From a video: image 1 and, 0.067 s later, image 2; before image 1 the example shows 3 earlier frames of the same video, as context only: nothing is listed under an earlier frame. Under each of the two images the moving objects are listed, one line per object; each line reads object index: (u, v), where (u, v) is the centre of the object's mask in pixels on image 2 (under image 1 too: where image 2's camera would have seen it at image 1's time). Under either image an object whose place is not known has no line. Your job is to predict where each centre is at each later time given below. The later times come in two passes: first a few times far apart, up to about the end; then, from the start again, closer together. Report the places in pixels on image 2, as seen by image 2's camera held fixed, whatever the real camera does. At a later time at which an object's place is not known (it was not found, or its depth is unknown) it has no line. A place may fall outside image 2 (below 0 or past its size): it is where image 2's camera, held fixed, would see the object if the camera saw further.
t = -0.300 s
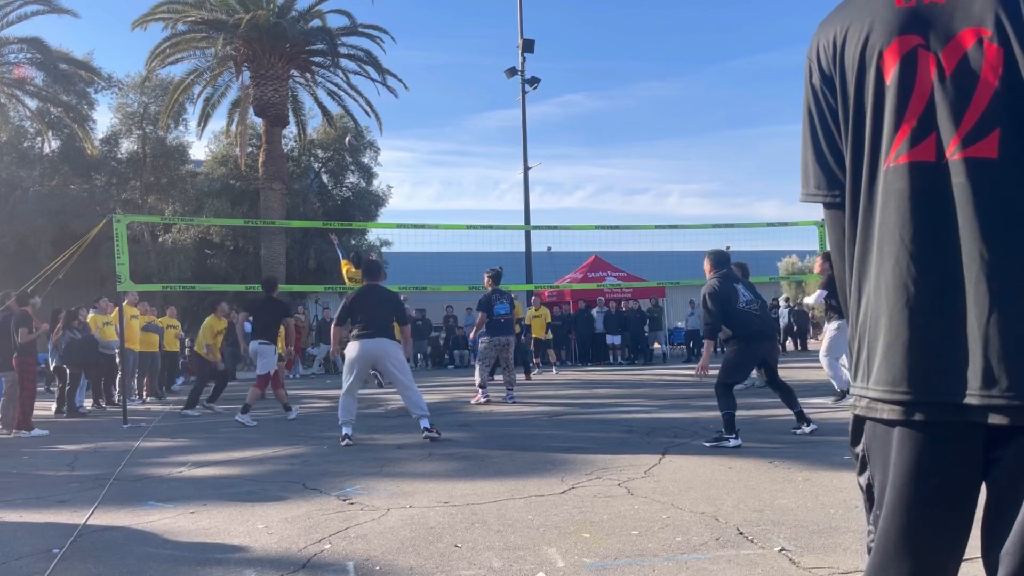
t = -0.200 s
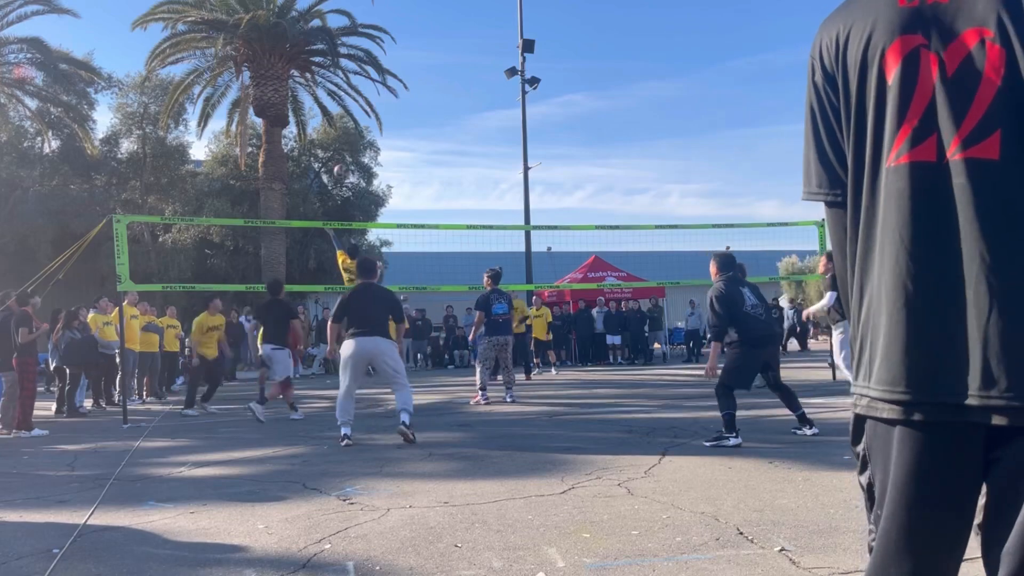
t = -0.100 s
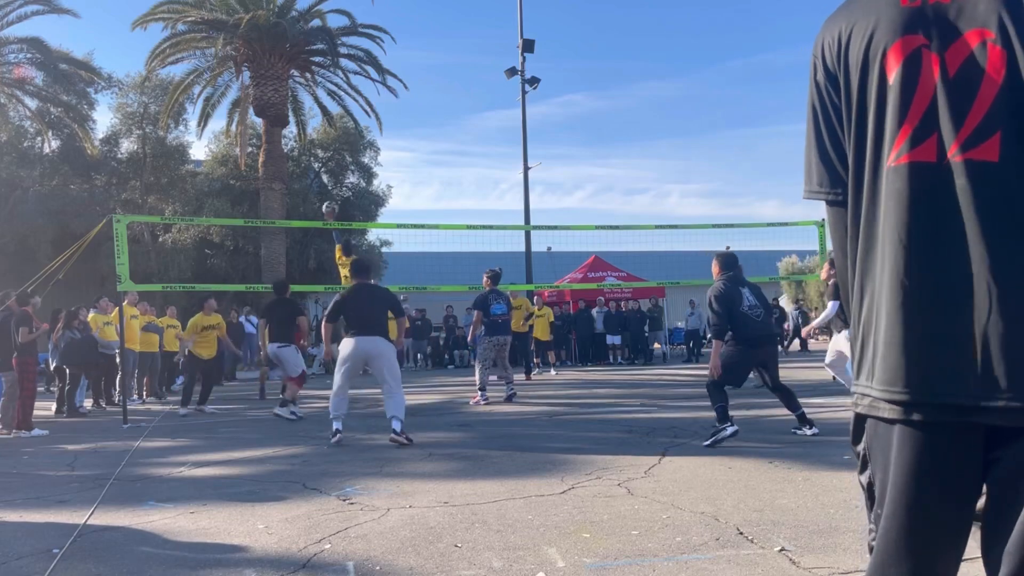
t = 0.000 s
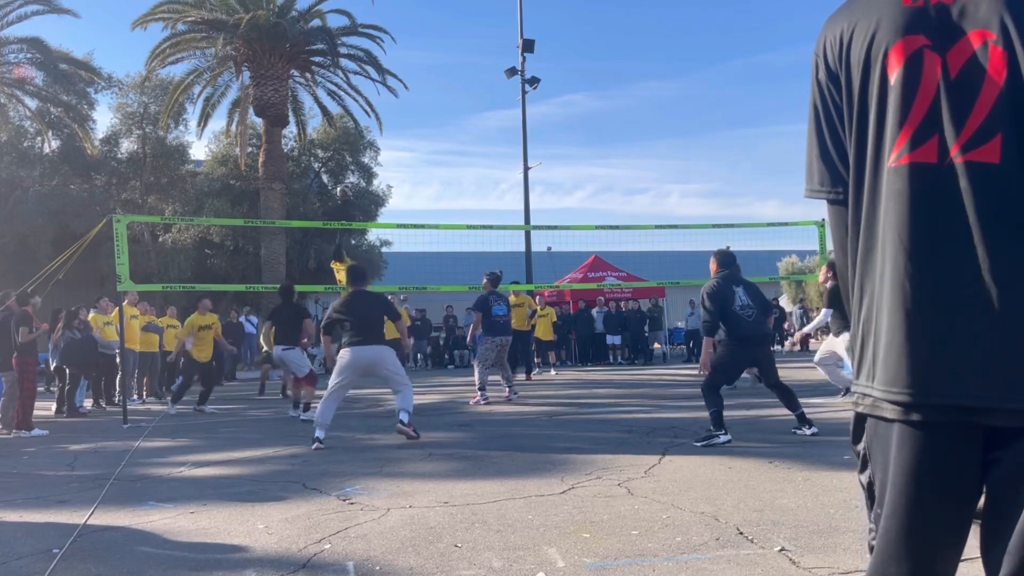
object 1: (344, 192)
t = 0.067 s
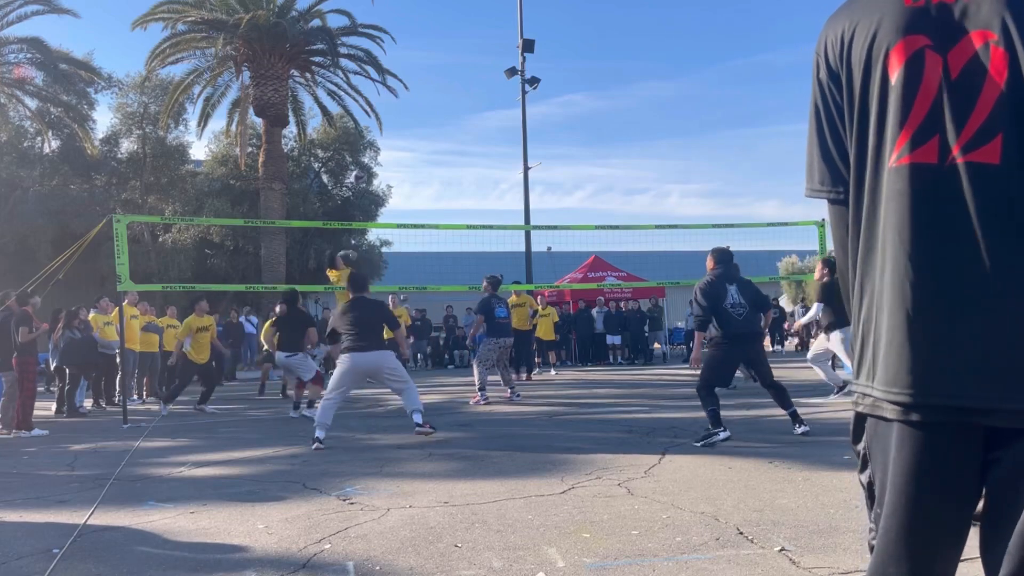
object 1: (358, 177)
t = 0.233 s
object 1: (402, 151)
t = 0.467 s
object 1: (473, 153)
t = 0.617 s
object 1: (527, 181)
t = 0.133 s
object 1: (376, 163)
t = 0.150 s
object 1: (381, 162)
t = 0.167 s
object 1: (385, 159)
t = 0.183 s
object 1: (389, 157)
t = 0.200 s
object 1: (394, 155)
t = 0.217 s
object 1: (398, 153)
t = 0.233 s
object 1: (402, 151)
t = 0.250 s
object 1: (407, 150)
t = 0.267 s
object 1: (412, 149)
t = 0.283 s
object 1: (417, 148)
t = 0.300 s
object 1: (421, 147)
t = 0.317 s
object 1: (426, 147)
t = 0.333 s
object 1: (431, 146)
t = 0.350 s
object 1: (436, 146)
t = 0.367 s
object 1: (441, 146)
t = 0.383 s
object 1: (446, 147)
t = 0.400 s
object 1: (451, 148)
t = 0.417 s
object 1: (457, 149)
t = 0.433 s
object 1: (462, 150)
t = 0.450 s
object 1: (467, 151)
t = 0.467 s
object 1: (473, 153)
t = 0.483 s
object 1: (478, 155)
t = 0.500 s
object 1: (484, 157)
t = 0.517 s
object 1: (490, 160)
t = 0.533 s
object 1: (496, 162)
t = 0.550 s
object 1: (501, 166)
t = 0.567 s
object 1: (508, 169)
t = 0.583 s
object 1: (514, 173)
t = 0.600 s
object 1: (520, 177)
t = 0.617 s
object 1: (527, 181)
